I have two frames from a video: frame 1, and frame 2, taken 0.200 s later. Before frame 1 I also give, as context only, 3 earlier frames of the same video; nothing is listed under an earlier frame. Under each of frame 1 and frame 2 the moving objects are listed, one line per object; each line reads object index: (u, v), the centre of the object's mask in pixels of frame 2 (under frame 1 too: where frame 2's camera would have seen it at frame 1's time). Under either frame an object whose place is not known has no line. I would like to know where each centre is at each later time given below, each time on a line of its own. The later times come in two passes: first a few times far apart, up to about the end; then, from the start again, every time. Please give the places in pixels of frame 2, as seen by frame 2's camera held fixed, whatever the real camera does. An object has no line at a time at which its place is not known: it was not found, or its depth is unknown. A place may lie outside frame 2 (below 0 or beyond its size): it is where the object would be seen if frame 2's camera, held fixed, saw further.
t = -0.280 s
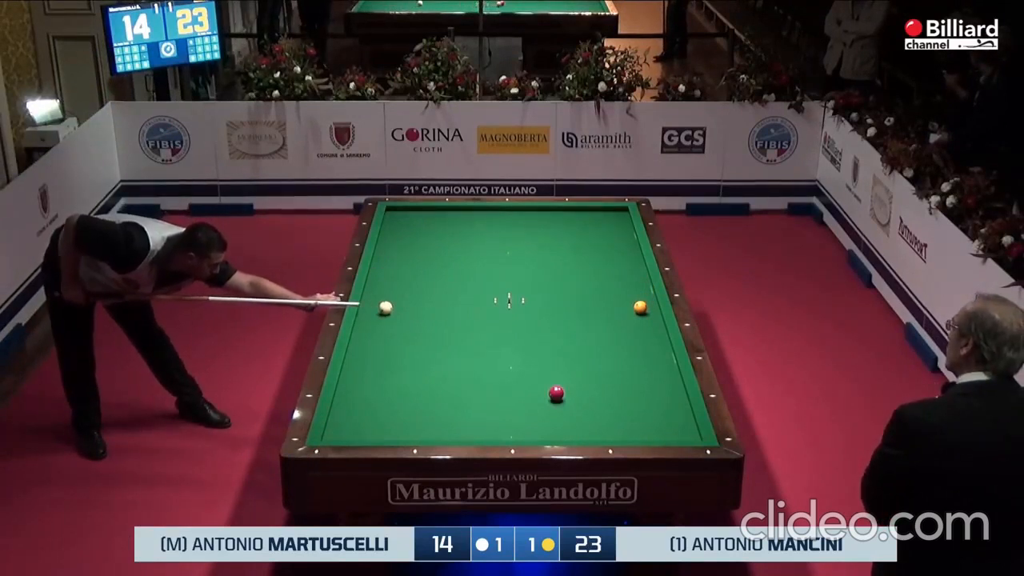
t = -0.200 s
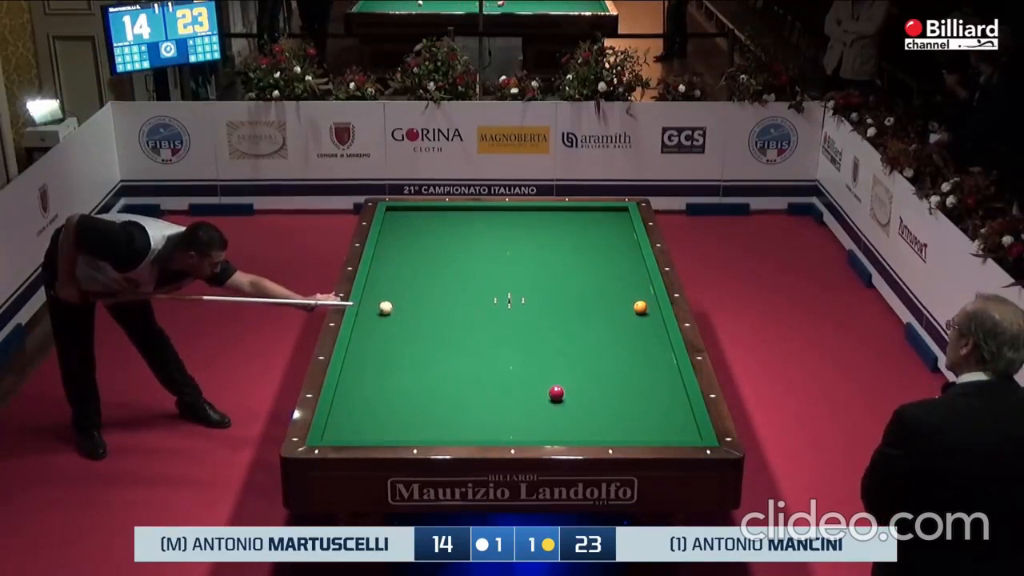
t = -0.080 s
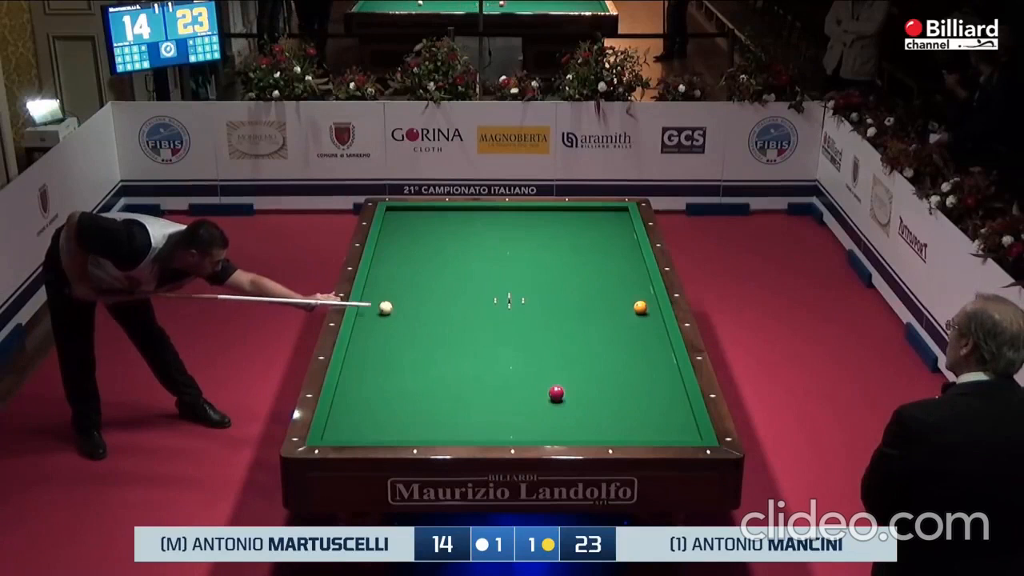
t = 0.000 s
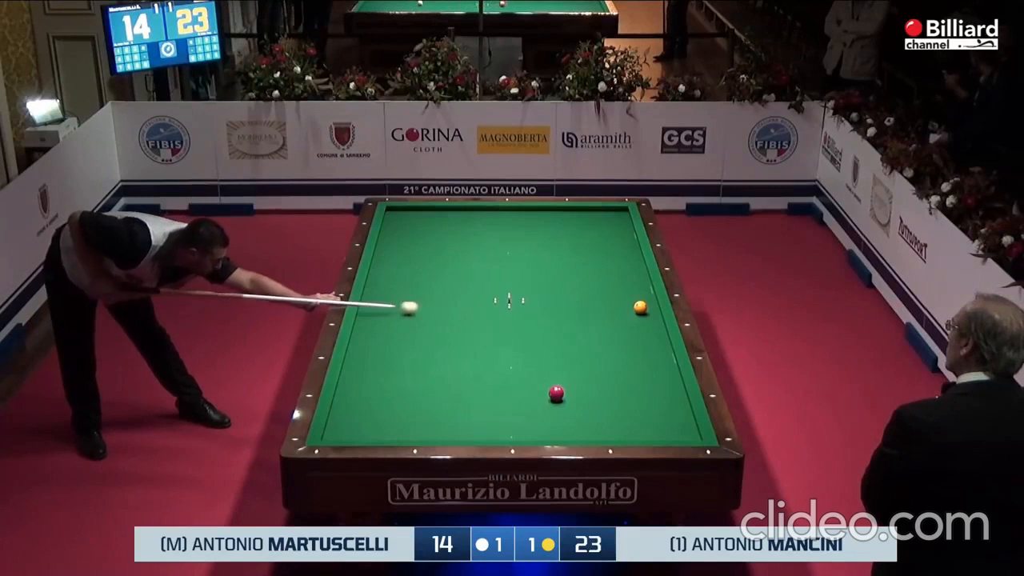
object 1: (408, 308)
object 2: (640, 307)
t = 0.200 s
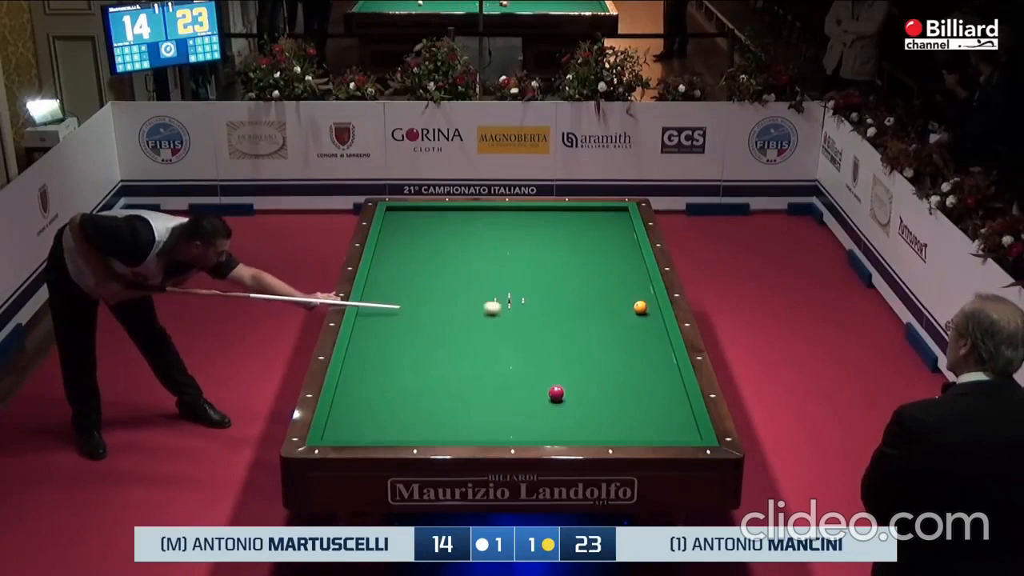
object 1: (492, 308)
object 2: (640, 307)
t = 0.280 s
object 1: (524, 308)
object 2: (640, 307)
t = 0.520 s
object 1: (622, 309)
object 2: (640, 307)
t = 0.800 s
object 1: (657, 321)
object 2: (600, 301)
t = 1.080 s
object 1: (636, 328)
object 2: (548, 297)
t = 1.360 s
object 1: (616, 336)
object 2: (496, 292)
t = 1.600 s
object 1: (599, 343)
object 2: (453, 289)
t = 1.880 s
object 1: (579, 350)
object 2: (405, 286)
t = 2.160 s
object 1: (559, 358)
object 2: (379, 283)
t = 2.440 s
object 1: (540, 365)
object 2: (408, 282)
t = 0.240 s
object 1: (508, 308)
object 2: (640, 307)
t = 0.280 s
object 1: (524, 308)
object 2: (640, 307)
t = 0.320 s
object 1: (541, 308)
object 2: (640, 307)
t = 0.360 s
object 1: (558, 308)
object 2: (640, 307)
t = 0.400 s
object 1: (574, 308)
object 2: (640, 307)
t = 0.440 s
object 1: (590, 308)
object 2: (640, 307)
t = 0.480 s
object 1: (607, 309)
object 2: (640, 307)
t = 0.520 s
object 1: (622, 309)
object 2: (640, 307)
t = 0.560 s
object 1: (630, 311)
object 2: (649, 306)
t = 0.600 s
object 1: (633, 312)
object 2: (648, 305)
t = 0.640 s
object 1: (637, 314)
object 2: (637, 302)
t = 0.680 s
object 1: (641, 316)
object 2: (627, 302)
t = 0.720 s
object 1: (646, 317)
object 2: (618, 302)
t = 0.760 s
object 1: (651, 319)
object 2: (609, 302)
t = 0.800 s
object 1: (657, 321)
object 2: (600, 301)
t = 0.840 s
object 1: (655, 322)
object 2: (593, 300)
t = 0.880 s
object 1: (651, 323)
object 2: (585, 300)
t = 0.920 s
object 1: (647, 324)
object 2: (578, 299)
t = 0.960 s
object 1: (644, 325)
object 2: (570, 298)
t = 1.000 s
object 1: (641, 326)
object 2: (563, 298)
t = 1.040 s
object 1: (639, 327)
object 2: (555, 297)
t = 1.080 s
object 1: (636, 328)
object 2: (548, 297)
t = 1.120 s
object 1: (633, 329)
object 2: (540, 296)
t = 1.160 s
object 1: (630, 330)
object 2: (533, 296)
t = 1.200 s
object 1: (627, 331)
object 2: (526, 294)
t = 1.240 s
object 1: (625, 333)
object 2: (517, 294)
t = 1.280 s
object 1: (622, 334)
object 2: (511, 294)
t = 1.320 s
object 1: (619, 335)
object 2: (503, 293)
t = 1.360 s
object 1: (616, 336)
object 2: (496, 292)
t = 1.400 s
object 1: (613, 337)
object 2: (489, 292)
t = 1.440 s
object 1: (610, 338)
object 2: (482, 291)
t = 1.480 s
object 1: (608, 339)
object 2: (474, 291)
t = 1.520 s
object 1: (605, 340)
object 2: (468, 290)
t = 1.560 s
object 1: (602, 342)
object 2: (461, 290)
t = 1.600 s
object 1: (599, 343)
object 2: (453, 289)
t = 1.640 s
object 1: (596, 343)
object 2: (447, 289)
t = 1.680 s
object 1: (593, 345)
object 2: (440, 288)
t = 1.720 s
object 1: (591, 346)
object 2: (433, 288)
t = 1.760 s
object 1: (588, 347)
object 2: (426, 288)
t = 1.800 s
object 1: (585, 348)
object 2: (419, 287)
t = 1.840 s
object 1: (582, 349)
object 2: (412, 287)
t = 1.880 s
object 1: (579, 350)
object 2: (405, 286)
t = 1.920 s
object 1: (576, 351)
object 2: (399, 285)
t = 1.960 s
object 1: (574, 352)
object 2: (392, 285)
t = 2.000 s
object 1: (571, 353)
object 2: (385, 284)
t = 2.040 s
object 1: (568, 355)
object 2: (379, 284)
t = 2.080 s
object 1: (565, 356)
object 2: (372, 283)
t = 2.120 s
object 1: (563, 357)
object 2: (374, 283)
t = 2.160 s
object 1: (559, 358)
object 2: (379, 283)
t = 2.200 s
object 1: (557, 359)
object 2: (384, 283)
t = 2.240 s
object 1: (554, 360)
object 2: (389, 283)
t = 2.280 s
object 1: (551, 361)
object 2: (393, 283)
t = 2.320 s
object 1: (548, 362)
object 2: (396, 283)
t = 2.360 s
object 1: (546, 363)
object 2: (400, 282)
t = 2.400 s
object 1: (543, 364)
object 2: (404, 282)
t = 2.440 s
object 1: (540, 365)
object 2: (408, 282)
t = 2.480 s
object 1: (537, 367)
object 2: (411, 282)
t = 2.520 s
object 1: (534, 368)
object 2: (415, 282)
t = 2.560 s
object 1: (532, 369)
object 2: (419, 282)
